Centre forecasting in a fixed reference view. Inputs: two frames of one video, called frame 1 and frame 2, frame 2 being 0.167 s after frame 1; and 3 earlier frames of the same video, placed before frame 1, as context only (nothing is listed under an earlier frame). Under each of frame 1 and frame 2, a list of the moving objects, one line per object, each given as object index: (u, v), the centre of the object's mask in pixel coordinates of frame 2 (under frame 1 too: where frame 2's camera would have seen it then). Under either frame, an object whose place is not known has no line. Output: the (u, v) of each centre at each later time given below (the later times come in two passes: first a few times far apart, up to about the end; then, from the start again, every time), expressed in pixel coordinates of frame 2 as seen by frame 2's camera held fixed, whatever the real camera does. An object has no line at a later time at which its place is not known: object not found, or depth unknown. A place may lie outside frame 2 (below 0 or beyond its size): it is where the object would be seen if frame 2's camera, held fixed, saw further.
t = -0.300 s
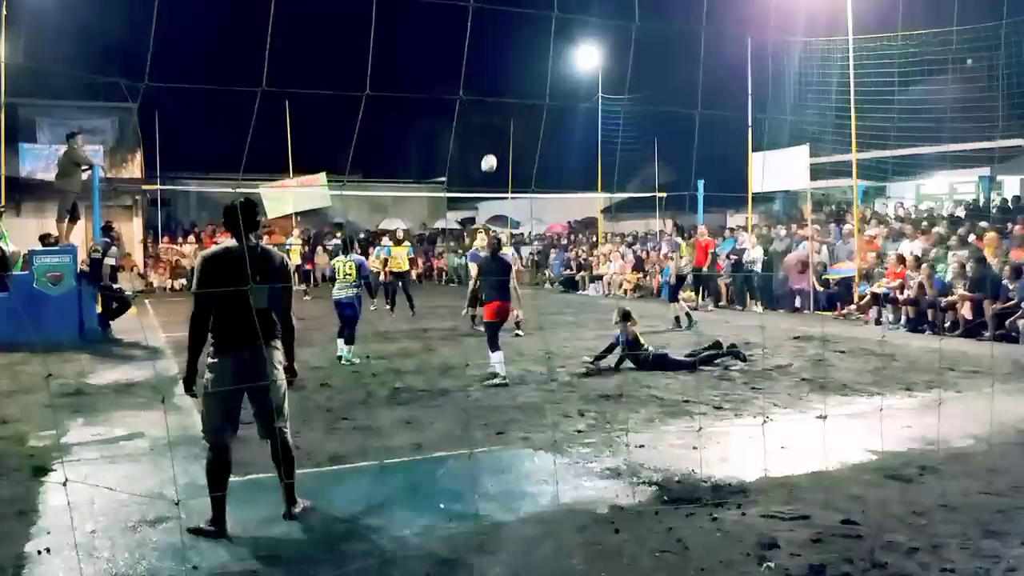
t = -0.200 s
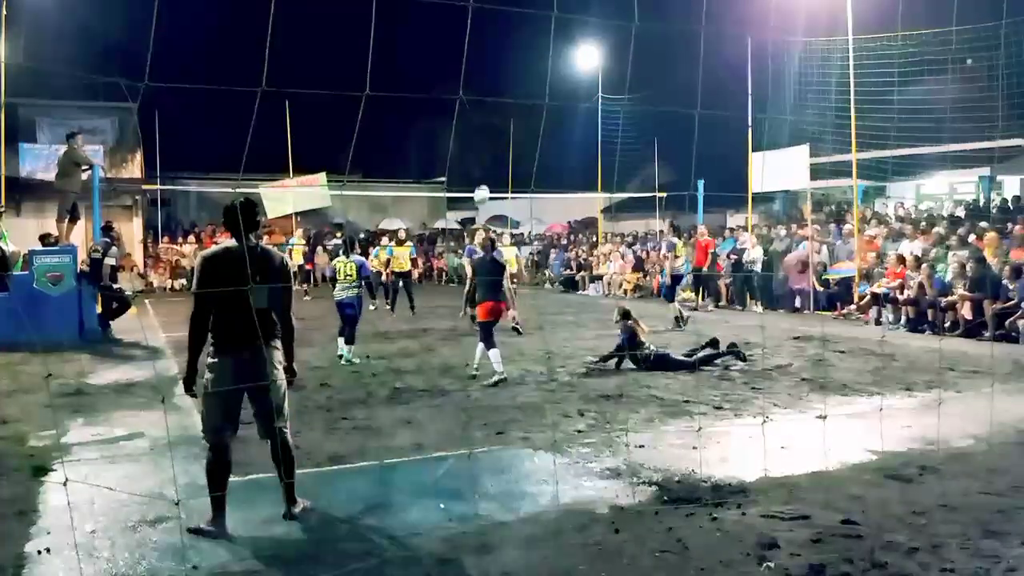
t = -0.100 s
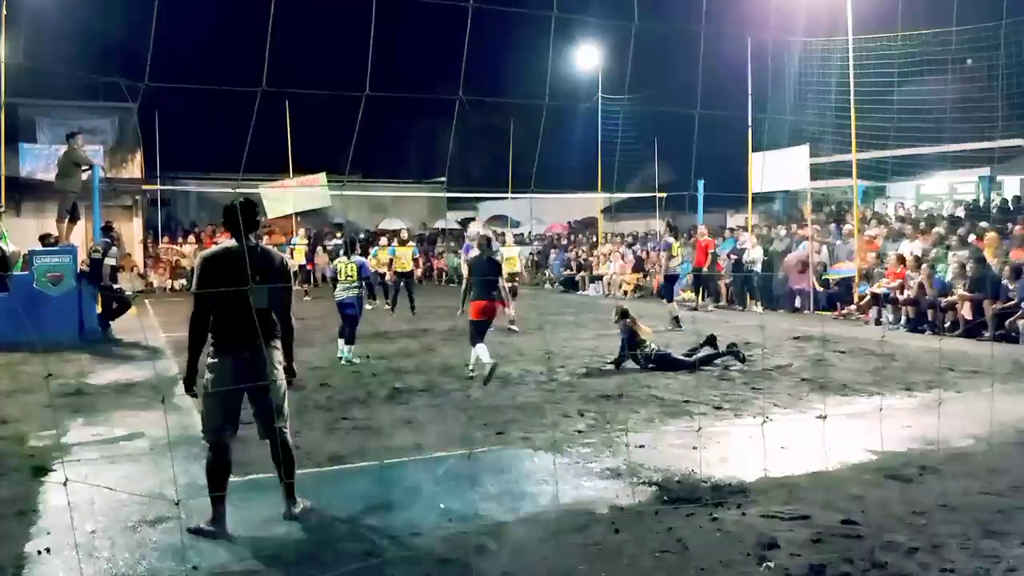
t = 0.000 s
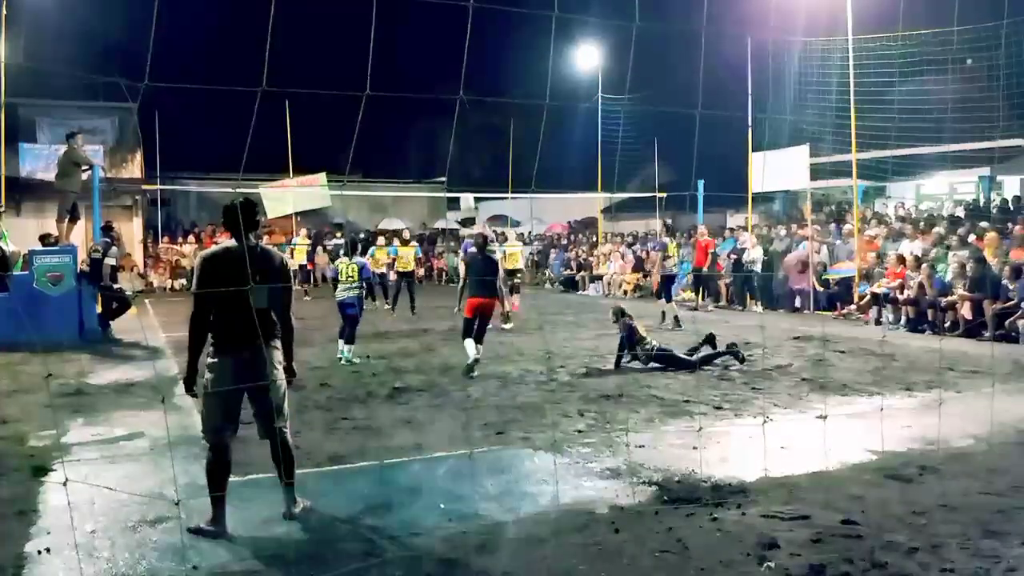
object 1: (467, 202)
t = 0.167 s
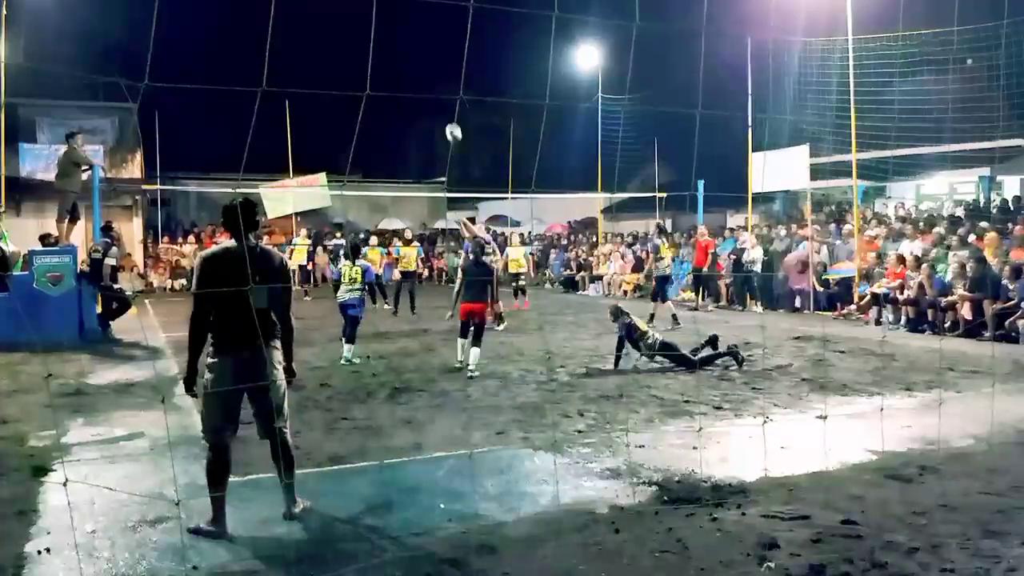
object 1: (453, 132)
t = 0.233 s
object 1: (448, 109)
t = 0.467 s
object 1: (428, 52)
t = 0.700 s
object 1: (409, 32)
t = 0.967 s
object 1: (388, 60)
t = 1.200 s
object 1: (371, 131)
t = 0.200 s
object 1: (450, 120)
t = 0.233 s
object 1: (448, 109)
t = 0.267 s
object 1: (445, 99)
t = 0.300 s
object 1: (442, 88)
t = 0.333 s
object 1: (440, 80)
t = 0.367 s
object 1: (437, 72)
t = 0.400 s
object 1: (434, 64)
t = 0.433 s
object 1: (431, 58)
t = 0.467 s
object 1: (428, 52)
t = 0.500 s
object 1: (426, 47)
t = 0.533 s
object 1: (423, 42)
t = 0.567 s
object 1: (420, 39)
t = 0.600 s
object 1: (418, 36)
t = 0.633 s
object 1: (415, 34)
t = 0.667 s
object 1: (412, 33)
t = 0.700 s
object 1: (409, 32)
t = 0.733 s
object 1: (407, 33)
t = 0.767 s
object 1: (404, 34)
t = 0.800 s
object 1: (402, 36)
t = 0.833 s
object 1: (399, 39)
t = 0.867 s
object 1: (396, 43)
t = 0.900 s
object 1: (393, 47)
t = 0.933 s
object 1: (391, 53)
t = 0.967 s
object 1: (388, 60)
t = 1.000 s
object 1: (386, 67)
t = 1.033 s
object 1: (384, 76)
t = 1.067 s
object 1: (381, 85)
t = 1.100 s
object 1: (378, 96)
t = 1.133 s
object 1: (376, 107)
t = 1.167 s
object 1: (373, 119)
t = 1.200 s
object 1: (371, 131)
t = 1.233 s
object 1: (368, 145)
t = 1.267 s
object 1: (365, 160)
